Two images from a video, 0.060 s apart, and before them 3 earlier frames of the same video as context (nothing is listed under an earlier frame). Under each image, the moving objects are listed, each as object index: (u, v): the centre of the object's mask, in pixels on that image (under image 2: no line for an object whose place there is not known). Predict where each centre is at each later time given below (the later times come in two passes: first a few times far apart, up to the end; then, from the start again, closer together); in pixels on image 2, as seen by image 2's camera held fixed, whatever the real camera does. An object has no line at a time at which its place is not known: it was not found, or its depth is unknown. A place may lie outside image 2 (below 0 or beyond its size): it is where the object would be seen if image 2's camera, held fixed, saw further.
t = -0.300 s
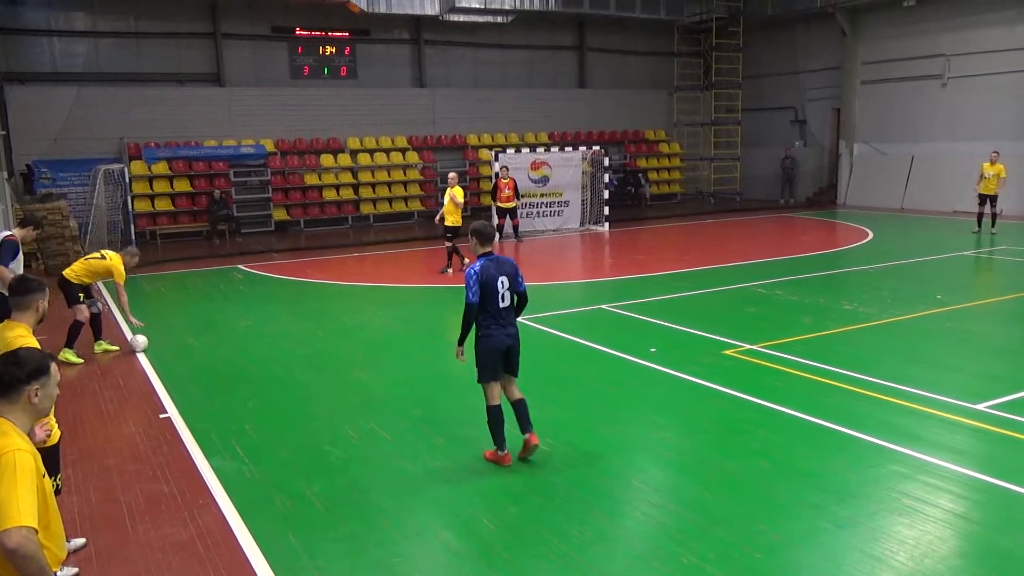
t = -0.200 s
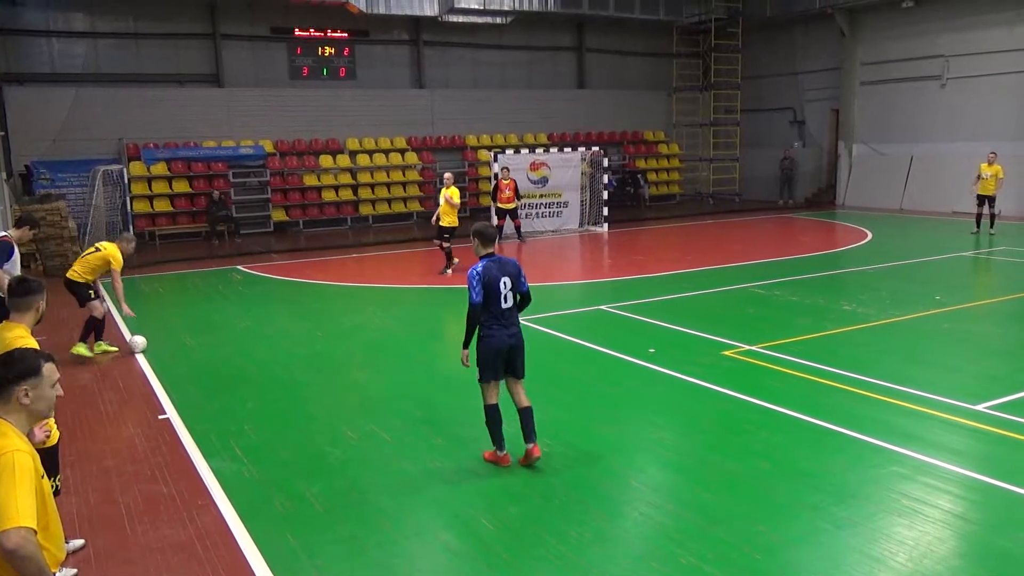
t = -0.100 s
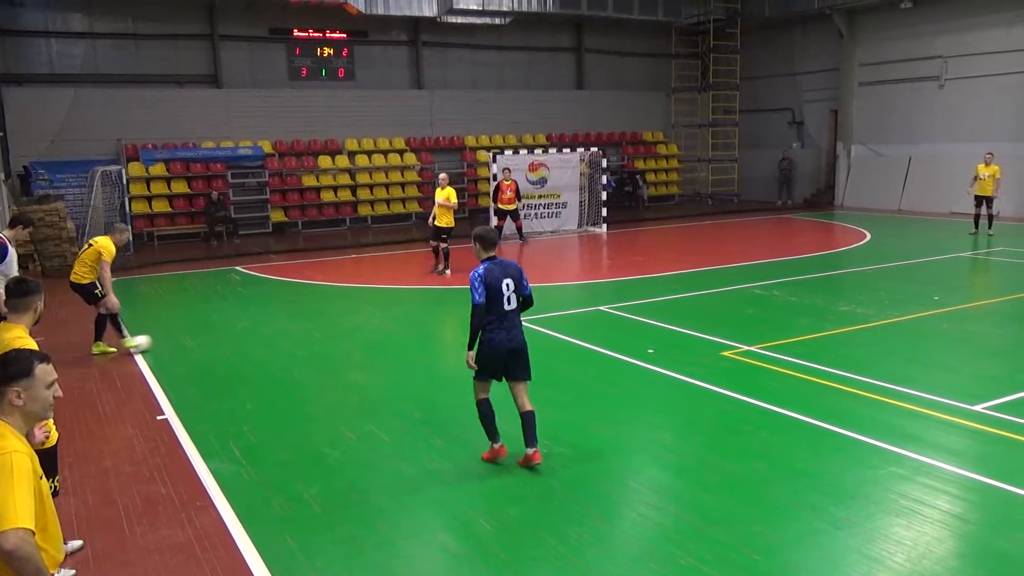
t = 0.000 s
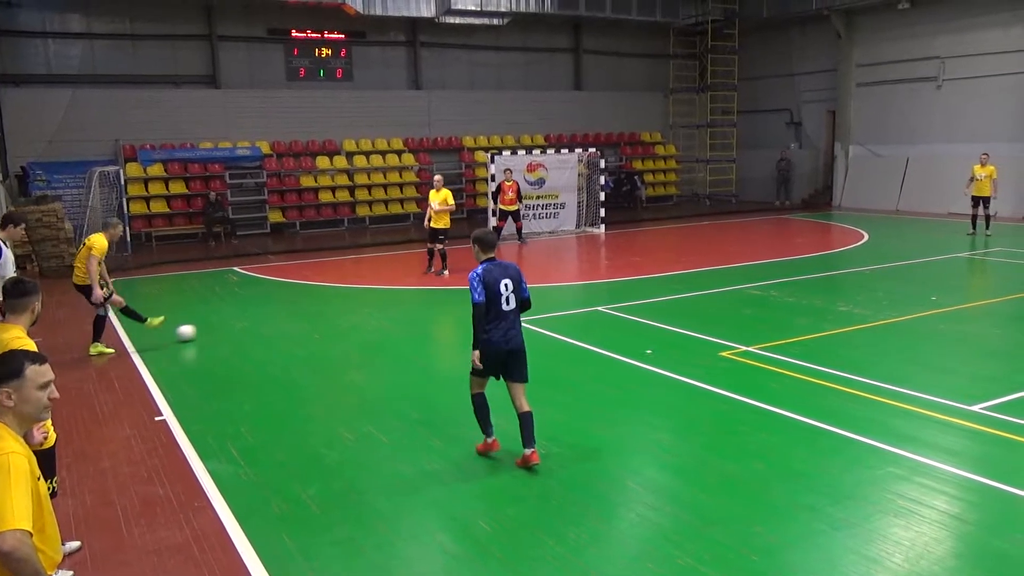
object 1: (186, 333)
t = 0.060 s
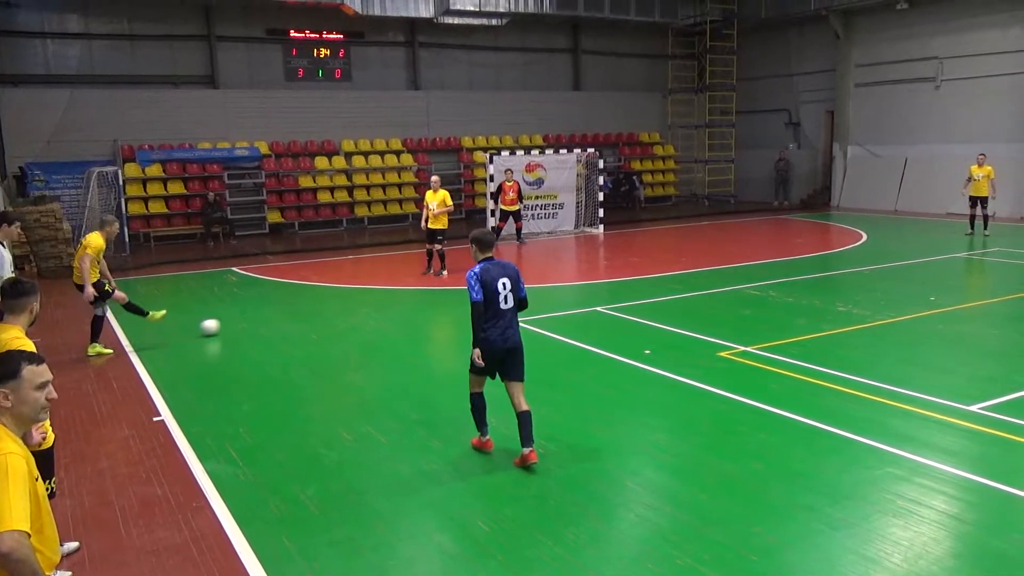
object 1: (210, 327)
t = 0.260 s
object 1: (279, 312)
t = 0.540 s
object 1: (348, 296)
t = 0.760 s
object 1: (392, 286)
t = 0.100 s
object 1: (226, 324)
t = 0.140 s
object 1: (241, 321)
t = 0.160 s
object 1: (248, 319)
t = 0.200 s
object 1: (261, 316)
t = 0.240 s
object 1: (273, 313)
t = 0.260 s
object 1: (279, 312)
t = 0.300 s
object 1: (290, 309)
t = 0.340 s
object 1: (301, 307)
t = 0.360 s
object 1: (306, 306)
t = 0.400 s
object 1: (315, 303)
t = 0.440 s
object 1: (325, 301)
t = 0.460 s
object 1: (330, 300)
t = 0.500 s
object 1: (339, 298)
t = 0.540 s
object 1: (348, 296)
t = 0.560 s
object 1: (352, 295)
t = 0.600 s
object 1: (360, 293)
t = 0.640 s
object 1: (369, 291)
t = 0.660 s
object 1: (372, 290)
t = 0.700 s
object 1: (380, 288)
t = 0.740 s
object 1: (388, 286)
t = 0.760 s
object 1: (392, 286)
